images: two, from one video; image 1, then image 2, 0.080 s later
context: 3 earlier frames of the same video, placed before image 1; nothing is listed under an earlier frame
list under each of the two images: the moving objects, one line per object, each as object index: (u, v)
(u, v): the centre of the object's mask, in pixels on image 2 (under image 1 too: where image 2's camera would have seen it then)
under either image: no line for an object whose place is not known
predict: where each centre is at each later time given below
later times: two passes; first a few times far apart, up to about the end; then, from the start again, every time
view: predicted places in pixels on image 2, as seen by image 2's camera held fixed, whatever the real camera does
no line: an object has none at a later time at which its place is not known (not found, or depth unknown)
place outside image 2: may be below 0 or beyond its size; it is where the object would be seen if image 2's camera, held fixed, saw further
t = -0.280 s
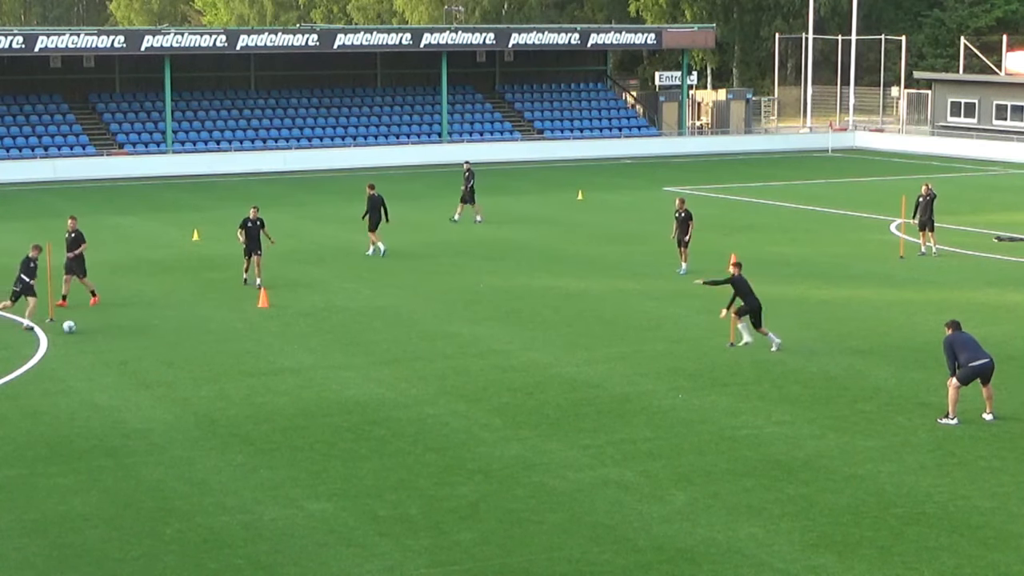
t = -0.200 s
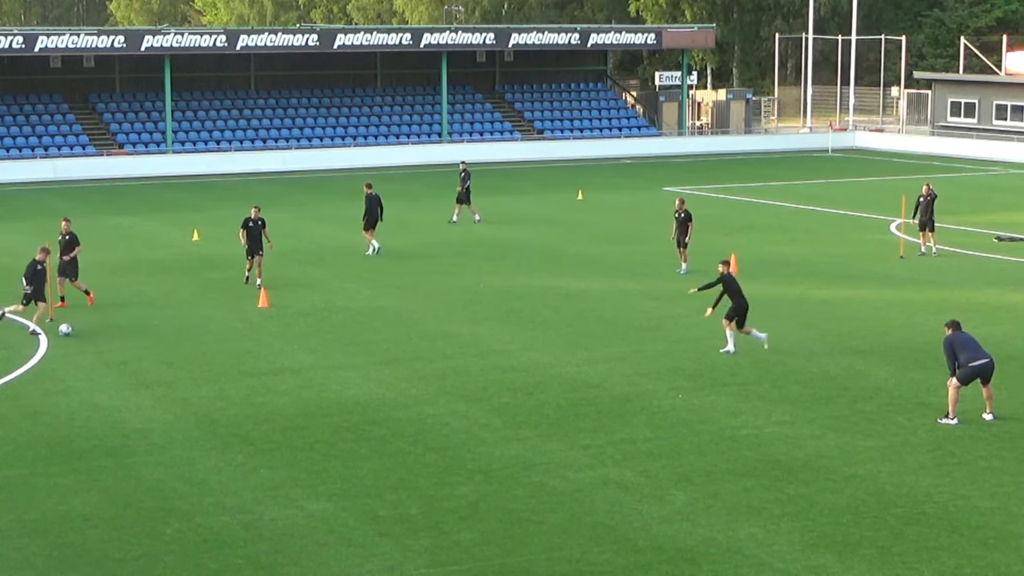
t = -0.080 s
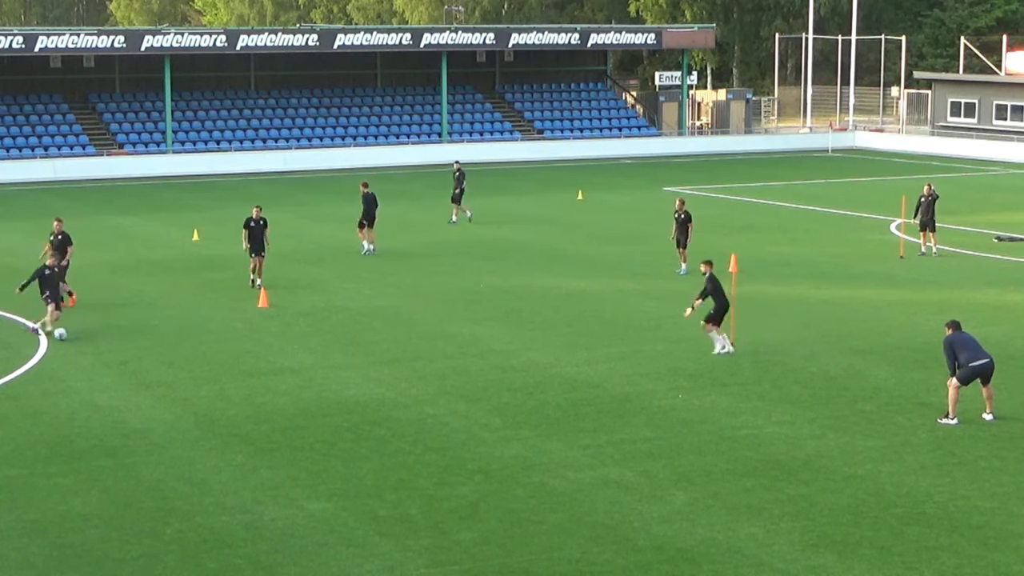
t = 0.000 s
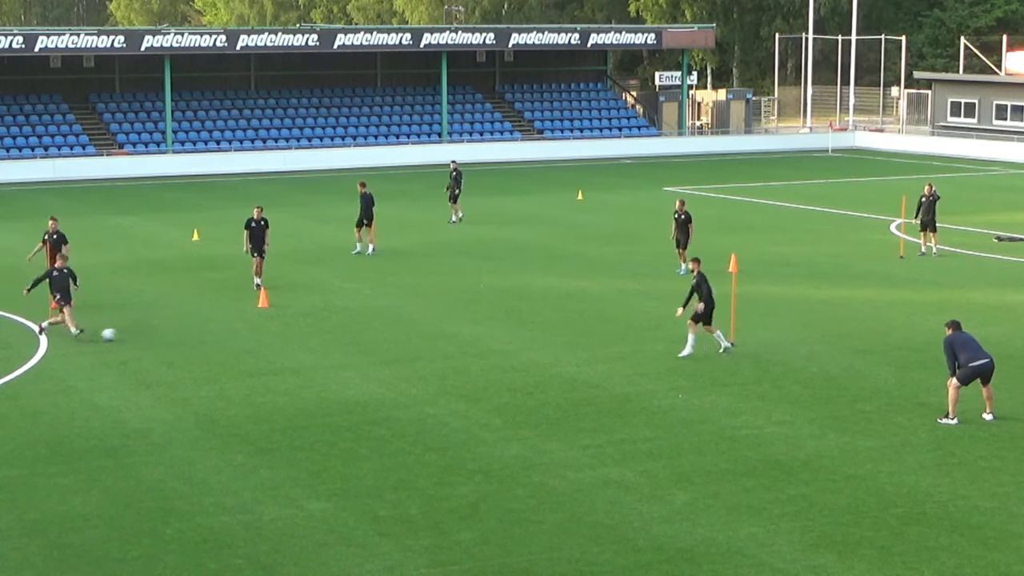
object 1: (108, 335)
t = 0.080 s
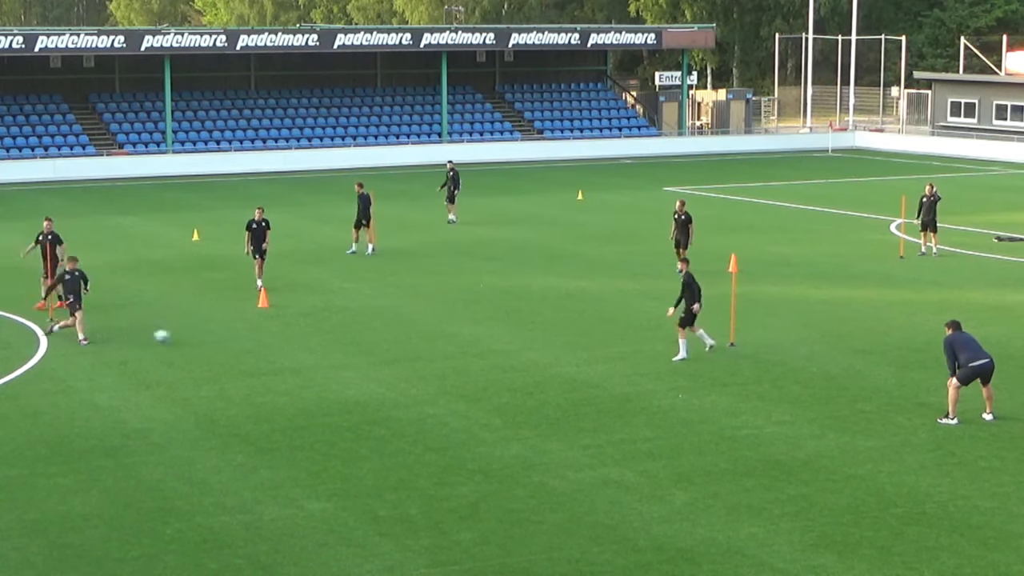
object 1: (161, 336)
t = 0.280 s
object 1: (282, 340)
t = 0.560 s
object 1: (428, 347)
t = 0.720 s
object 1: (506, 350)
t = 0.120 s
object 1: (188, 338)
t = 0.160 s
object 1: (214, 340)
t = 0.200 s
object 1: (236, 340)
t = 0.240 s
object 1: (259, 339)
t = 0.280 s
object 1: (282, 340)
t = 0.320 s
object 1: (304, 343)
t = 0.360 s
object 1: (325, 345)
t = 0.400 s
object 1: (346, 345)
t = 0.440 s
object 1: (367, 345)
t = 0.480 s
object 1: (387, 347)
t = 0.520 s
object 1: (407, 347)
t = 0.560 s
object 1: (428, 347)
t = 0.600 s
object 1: (448, 348)
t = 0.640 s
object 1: (467, 350)
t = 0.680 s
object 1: (487, 350)
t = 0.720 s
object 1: (506, 350)
